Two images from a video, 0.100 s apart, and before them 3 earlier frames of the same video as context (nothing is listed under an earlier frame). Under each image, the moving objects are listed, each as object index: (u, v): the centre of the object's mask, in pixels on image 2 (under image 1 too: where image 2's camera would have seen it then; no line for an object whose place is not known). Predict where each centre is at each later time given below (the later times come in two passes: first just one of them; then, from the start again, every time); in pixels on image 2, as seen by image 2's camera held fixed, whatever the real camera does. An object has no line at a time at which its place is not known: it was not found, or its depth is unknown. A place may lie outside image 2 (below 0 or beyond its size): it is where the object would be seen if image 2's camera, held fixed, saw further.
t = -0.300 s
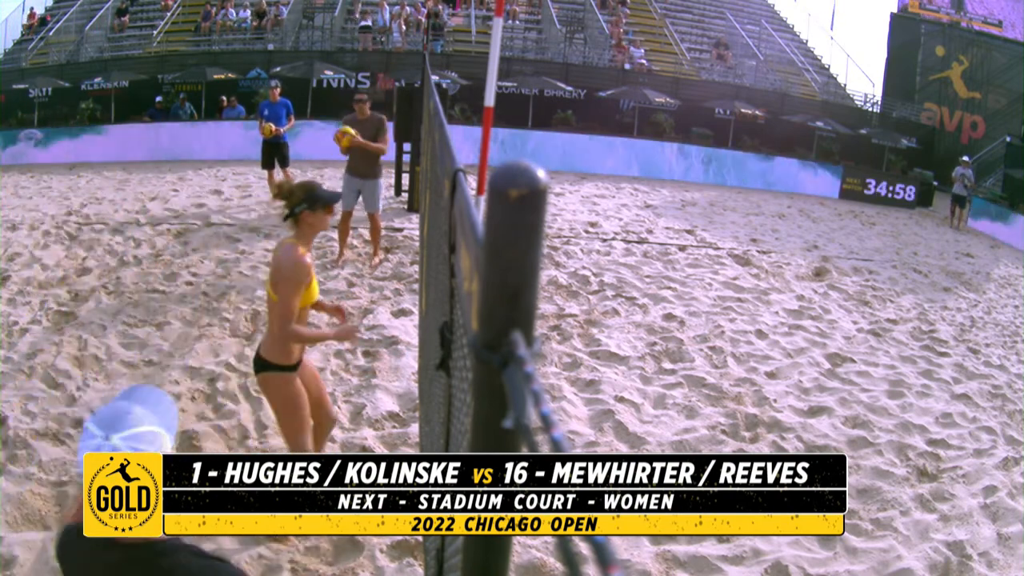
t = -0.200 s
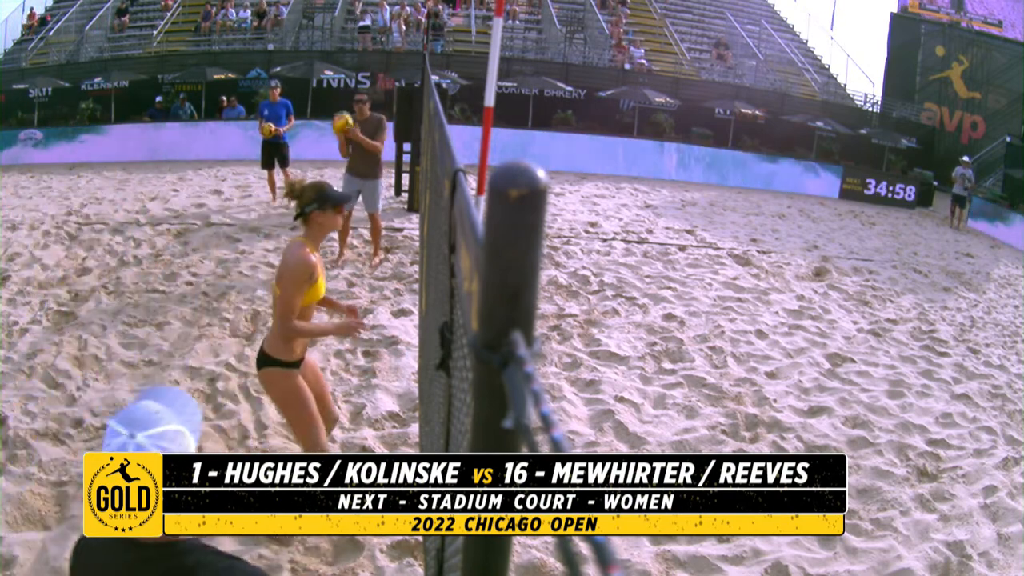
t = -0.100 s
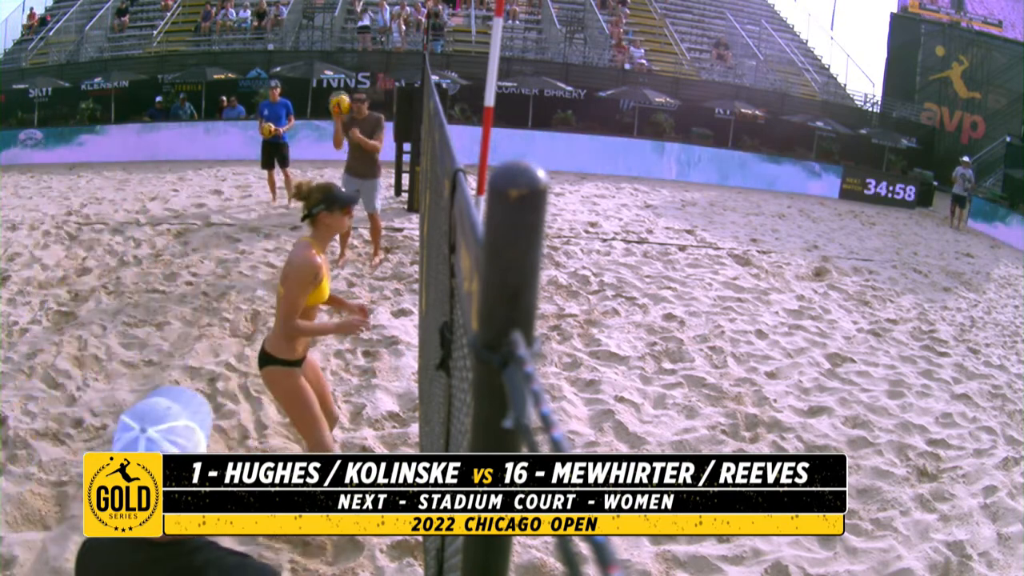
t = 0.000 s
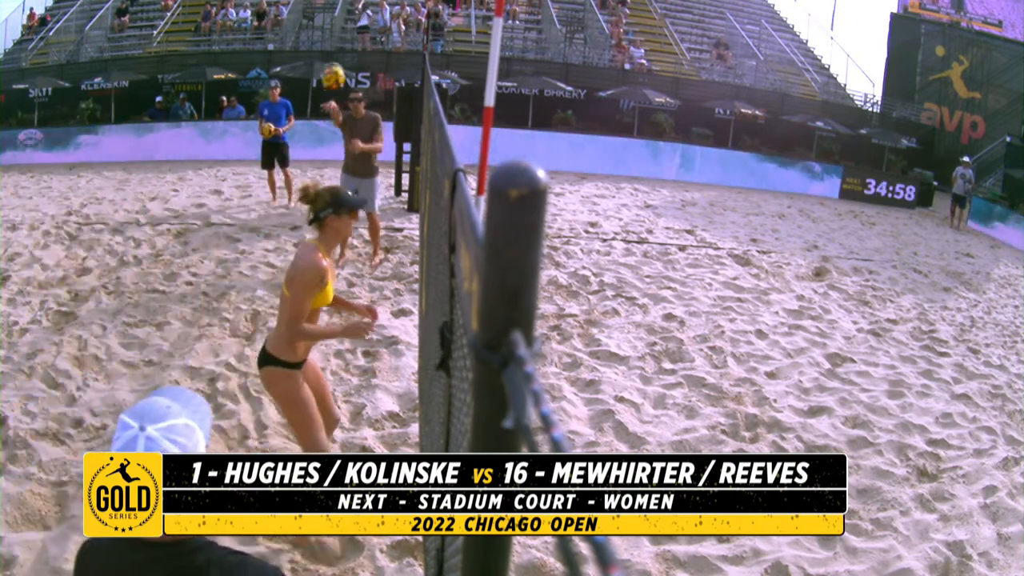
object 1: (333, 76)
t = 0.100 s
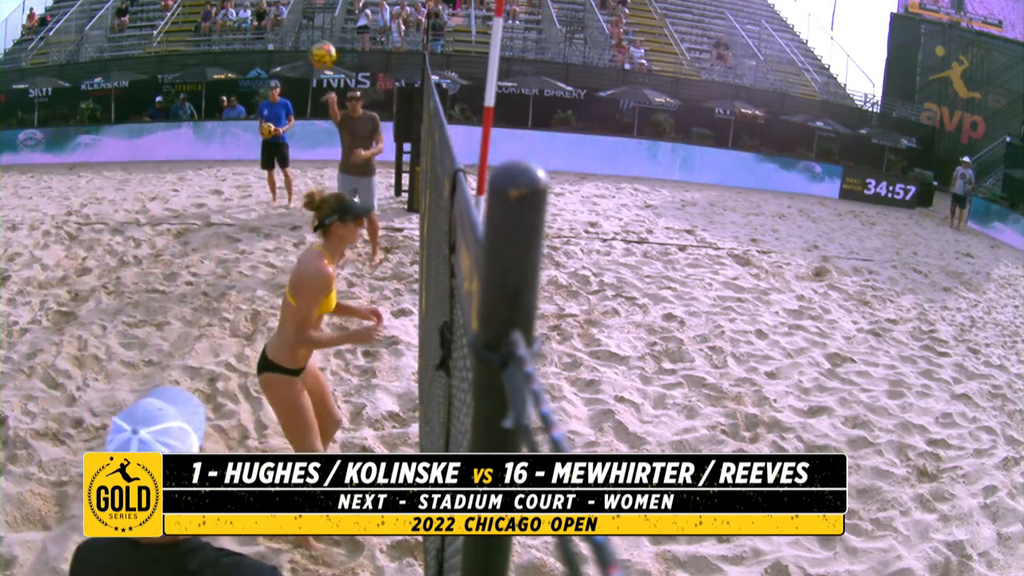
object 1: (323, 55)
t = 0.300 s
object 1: (295, 37)
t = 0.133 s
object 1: (319, 49)
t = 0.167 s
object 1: (315, 45)
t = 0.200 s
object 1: (310, 42)
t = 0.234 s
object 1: (306, 38)
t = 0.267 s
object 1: (301, 37)
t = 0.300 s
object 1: (295, 37)
